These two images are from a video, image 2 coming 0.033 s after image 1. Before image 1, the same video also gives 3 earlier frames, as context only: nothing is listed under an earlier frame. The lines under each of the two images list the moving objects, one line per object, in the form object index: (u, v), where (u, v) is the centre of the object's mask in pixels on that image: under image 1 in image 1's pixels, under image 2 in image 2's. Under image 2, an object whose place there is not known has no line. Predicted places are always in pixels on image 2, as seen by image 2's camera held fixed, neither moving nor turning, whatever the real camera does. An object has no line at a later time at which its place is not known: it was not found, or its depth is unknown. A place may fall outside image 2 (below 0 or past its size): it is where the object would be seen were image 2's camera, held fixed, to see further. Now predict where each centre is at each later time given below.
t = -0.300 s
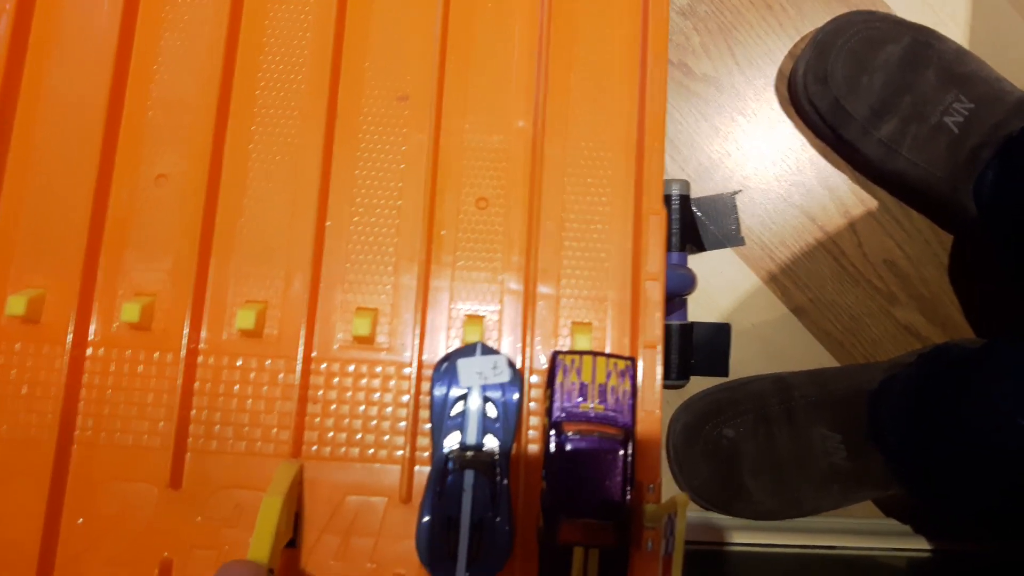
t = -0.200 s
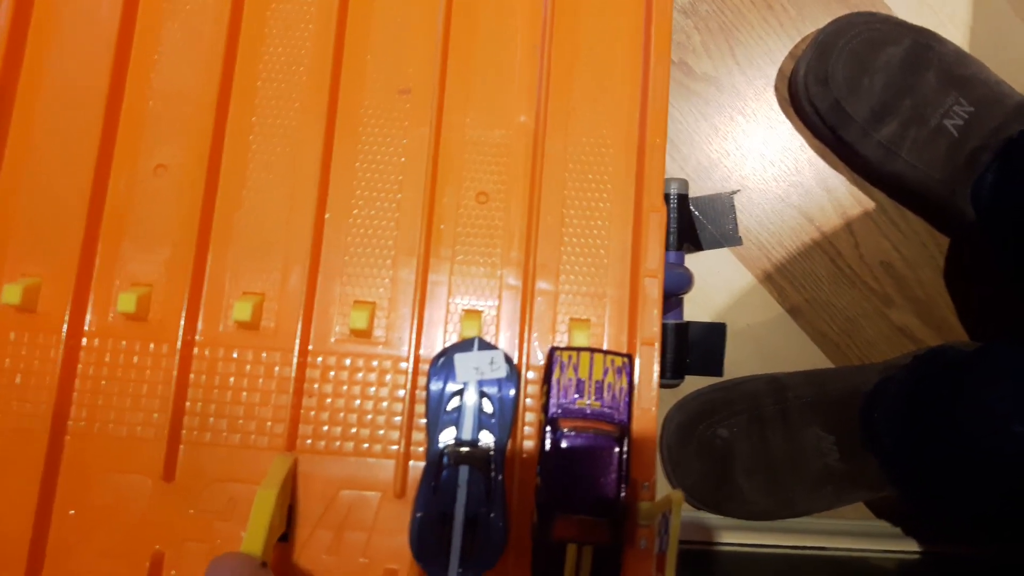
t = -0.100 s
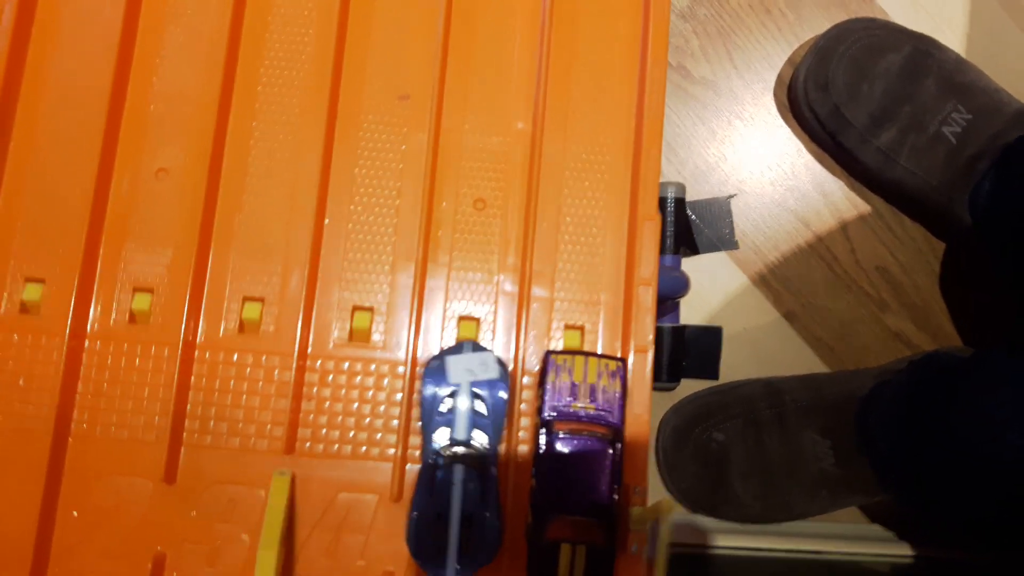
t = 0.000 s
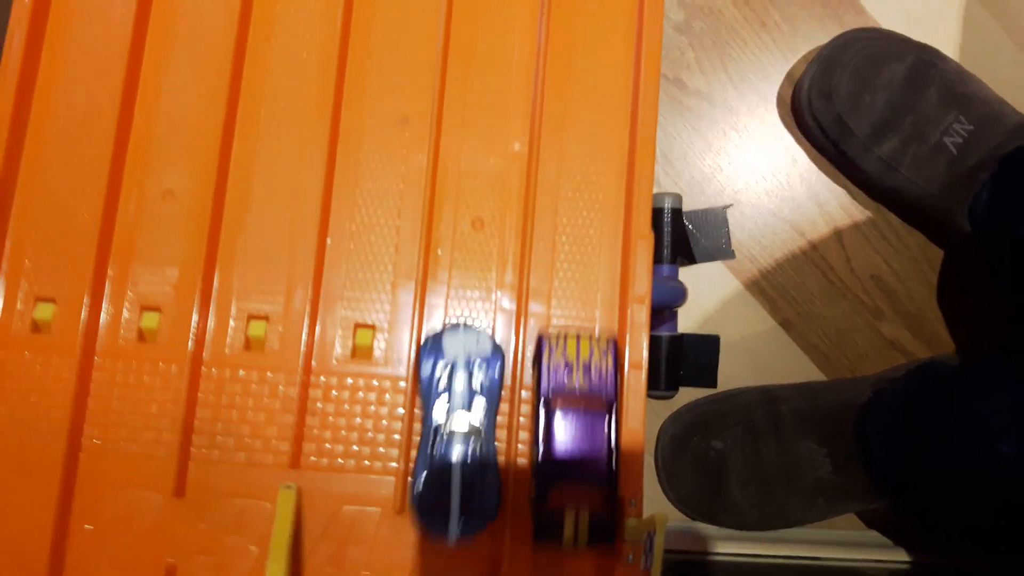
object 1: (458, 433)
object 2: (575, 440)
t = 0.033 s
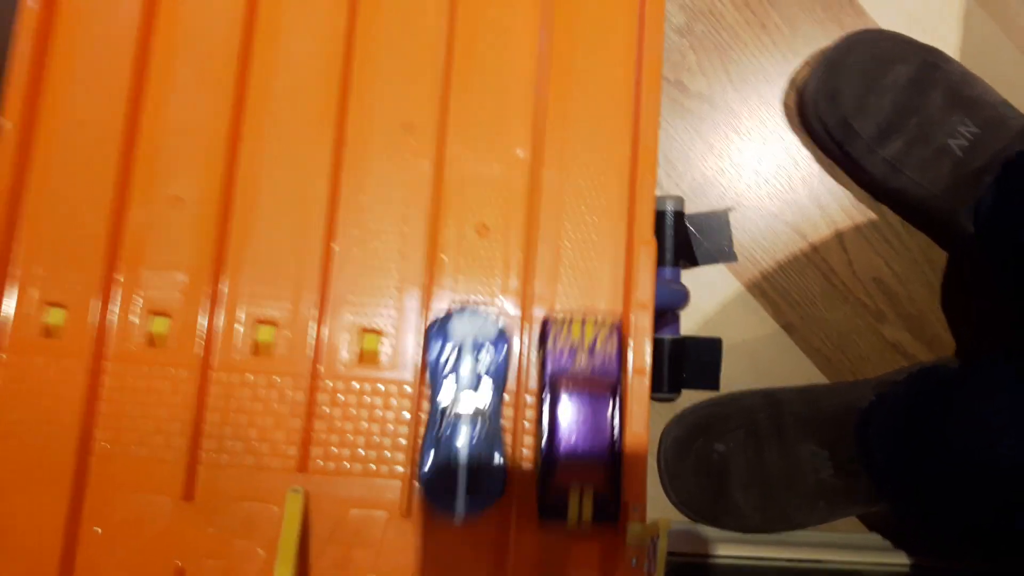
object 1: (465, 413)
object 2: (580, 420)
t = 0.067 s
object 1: (467, 384)
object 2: (580, 394)
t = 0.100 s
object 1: (471, 353)
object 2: (582, 361)
